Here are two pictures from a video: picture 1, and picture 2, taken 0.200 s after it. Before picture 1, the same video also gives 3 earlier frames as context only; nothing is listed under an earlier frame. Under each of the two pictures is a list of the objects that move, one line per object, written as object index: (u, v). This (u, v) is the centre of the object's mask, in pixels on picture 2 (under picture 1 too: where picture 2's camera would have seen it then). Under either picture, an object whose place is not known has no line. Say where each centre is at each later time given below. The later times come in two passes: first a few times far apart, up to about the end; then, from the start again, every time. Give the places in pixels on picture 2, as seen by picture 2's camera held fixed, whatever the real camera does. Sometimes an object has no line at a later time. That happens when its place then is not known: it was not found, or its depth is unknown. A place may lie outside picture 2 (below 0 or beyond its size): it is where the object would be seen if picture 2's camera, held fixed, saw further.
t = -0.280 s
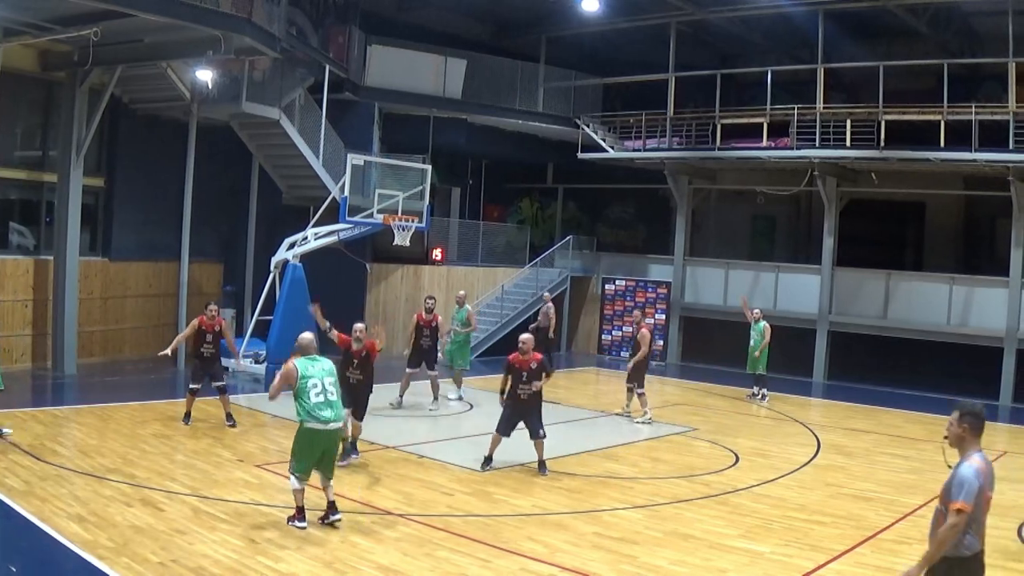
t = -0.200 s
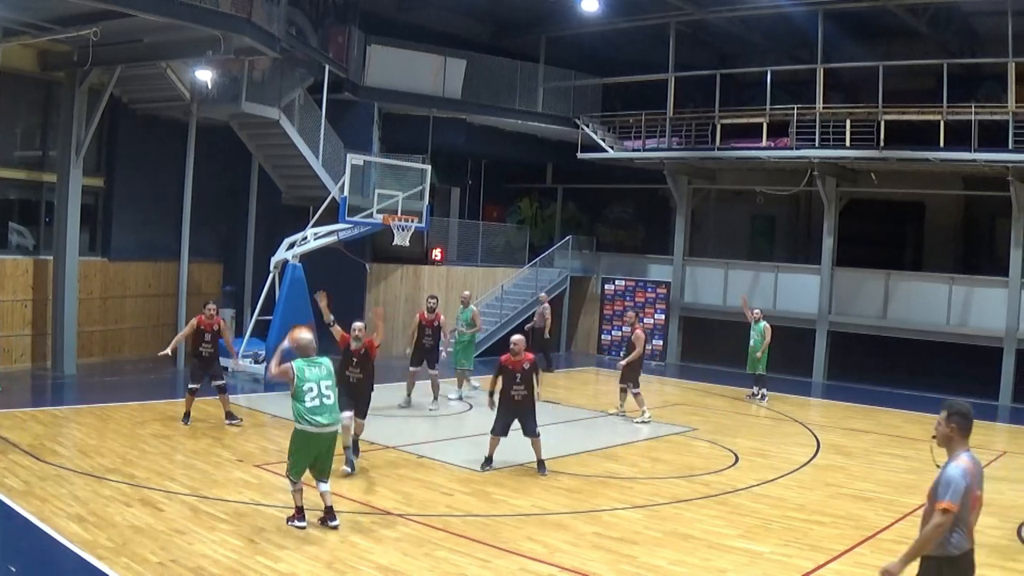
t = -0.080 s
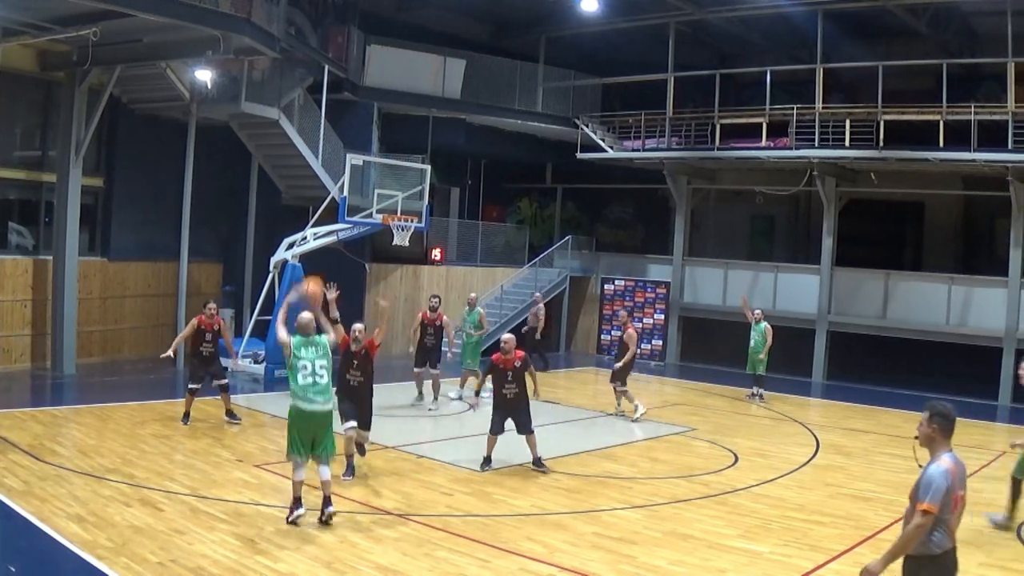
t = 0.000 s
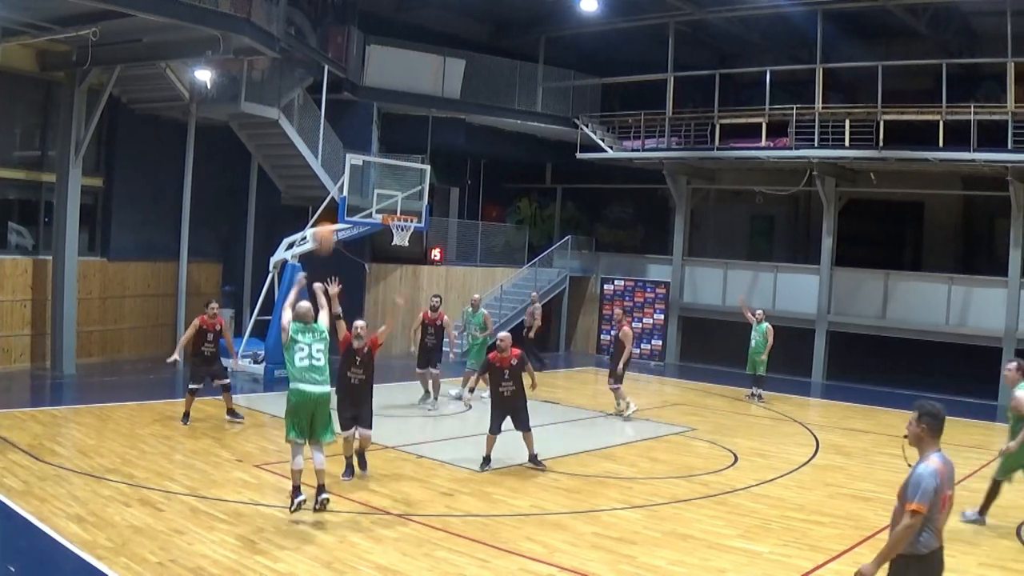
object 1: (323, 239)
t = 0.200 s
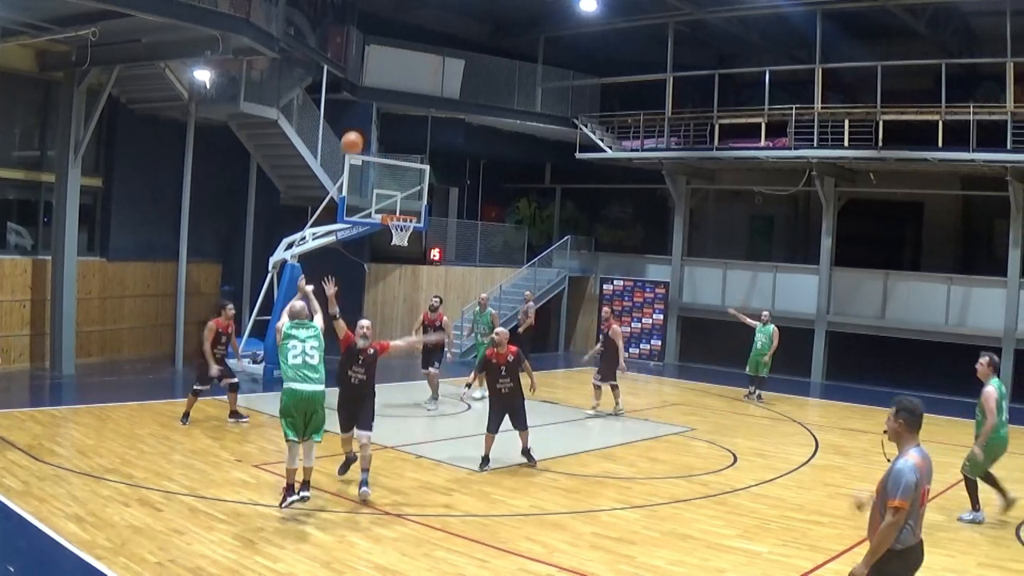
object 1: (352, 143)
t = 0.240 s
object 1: (356, 132)
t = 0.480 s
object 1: (380, 96)
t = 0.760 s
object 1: (399, 110)
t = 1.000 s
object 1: (409, 158)
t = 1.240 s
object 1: (414, 200)
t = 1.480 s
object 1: (417, 178)
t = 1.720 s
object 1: (437, 185)
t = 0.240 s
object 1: (356, 132)
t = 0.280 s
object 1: (361, 122)
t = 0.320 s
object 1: (365, 113)
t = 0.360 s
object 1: (369, 107)
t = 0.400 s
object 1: (373, 101)
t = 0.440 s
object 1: (377, 98)
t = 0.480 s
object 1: (380, 96)
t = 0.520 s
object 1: (383, 94)
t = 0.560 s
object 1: (386, 94)
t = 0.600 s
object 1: (389, 95)
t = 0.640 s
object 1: (392, 98)
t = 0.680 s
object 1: (394, 101)
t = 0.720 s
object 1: (397, 105)
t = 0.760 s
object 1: (399, 110)
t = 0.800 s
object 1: (401, 116)
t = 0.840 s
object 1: (403, 123)
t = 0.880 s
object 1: (404, 131)
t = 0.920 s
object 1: (406, 140)
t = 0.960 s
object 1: (407, 148)
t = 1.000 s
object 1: (409, 158)
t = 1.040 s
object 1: (411, 170)
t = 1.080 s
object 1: (412, 181)
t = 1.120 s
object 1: (414, 193)
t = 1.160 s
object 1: (415, 206)
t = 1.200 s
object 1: (414, 209)
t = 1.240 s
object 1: (414, 200)
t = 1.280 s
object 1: (412, 194)
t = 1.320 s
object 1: (411, 189)
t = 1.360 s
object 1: (410, 185)
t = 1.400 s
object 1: (410, 181)
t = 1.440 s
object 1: (413, 179)
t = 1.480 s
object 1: (417, 178)
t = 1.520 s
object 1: (420, 175)
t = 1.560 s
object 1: (424, 176)
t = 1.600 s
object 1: (427, 177)
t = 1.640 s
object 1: (431, 179)
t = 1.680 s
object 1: (434, 182)
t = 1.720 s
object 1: (437, 185)
